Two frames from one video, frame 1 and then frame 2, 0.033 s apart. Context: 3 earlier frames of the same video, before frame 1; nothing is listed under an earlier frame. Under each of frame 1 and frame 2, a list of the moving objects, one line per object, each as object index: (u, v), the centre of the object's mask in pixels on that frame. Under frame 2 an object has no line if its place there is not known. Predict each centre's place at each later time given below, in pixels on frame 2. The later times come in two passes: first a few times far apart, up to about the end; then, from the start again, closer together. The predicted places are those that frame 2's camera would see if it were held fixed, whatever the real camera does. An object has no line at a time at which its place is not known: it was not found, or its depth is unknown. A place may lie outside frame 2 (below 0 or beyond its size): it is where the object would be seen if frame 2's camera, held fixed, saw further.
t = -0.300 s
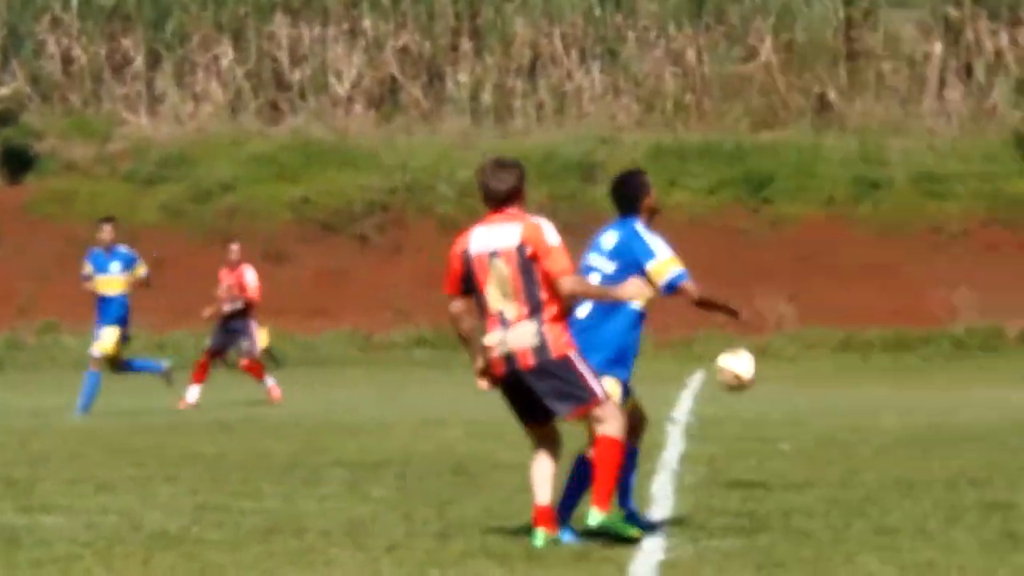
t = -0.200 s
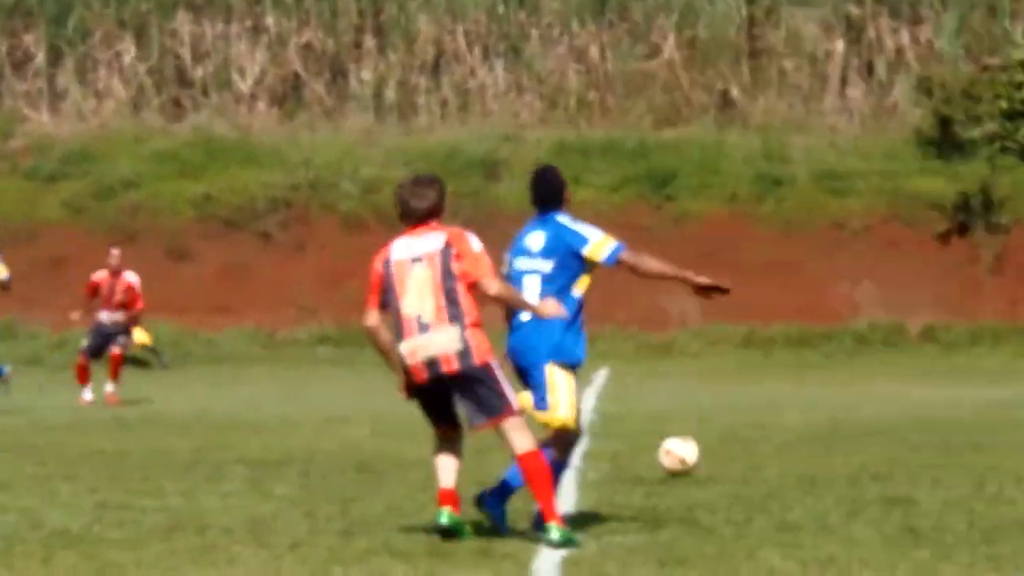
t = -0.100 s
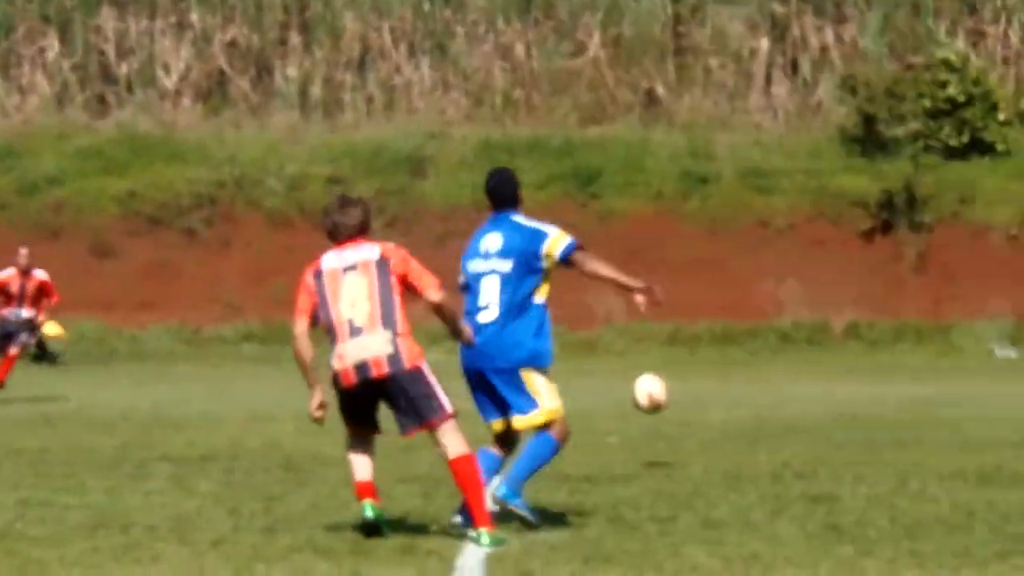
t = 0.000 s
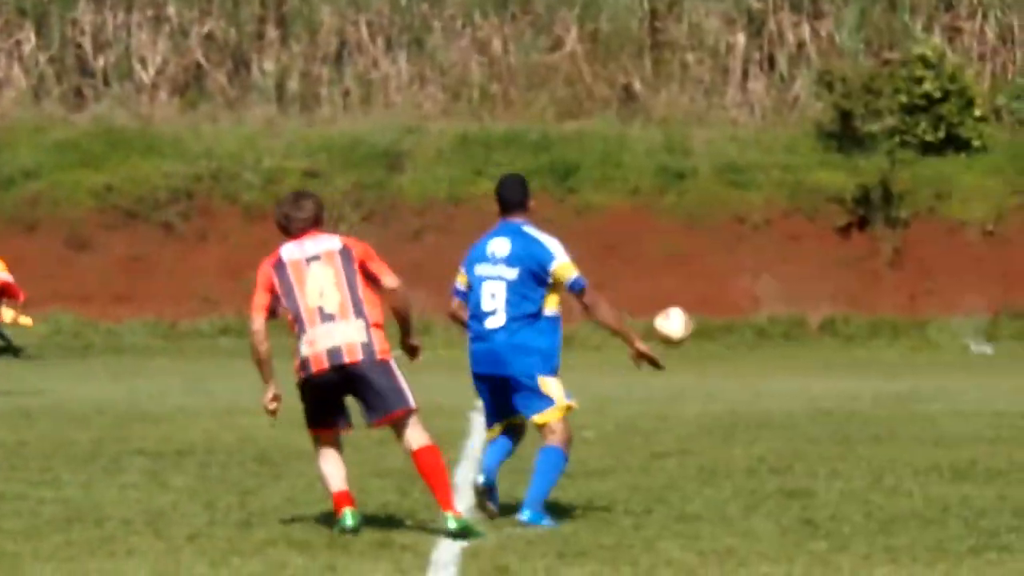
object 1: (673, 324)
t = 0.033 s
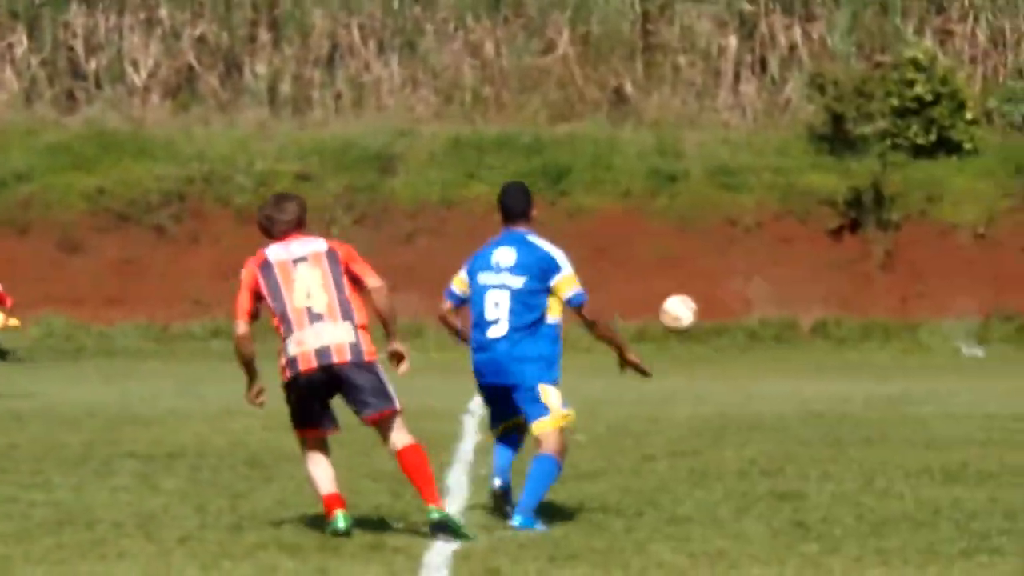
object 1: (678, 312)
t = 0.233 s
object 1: (763, 262)
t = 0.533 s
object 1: (869, 314)
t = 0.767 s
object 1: (939, 413)
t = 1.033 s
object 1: (1004, 355)
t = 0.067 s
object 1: (694, 298)
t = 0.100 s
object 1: (707, 286)
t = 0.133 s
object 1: (722, 278)
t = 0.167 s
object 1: (736, 270)
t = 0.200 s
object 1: (748, 266)
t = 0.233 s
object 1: (763, 262)
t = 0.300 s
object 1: (787, 263)
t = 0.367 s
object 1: (811, 269)
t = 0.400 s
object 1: (823, 273)
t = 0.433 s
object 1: (834, 282)
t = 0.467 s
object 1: (846, 292)
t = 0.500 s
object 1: (858, 300)
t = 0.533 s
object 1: (869, 314)
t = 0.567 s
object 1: (881, 329)
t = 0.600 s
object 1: (890, 345)
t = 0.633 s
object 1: (901, 364)
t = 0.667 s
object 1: (912, 383)
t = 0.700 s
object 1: (921, 403)
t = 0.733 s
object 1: (931, 422)
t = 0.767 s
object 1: (939, 413)
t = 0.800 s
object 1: (946, 401)
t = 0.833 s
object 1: (956, 388)
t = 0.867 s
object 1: (965, 378)
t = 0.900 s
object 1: (972, 370)
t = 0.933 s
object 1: (980, 364)
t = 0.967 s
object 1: (988, 359)
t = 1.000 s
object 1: (996, 356)
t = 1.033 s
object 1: (1004, 355)
